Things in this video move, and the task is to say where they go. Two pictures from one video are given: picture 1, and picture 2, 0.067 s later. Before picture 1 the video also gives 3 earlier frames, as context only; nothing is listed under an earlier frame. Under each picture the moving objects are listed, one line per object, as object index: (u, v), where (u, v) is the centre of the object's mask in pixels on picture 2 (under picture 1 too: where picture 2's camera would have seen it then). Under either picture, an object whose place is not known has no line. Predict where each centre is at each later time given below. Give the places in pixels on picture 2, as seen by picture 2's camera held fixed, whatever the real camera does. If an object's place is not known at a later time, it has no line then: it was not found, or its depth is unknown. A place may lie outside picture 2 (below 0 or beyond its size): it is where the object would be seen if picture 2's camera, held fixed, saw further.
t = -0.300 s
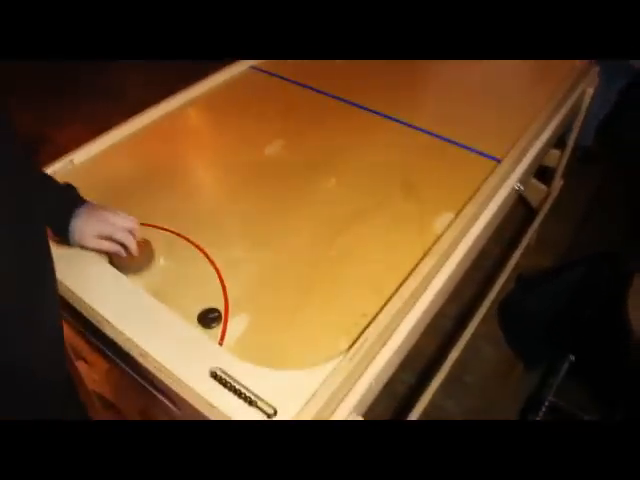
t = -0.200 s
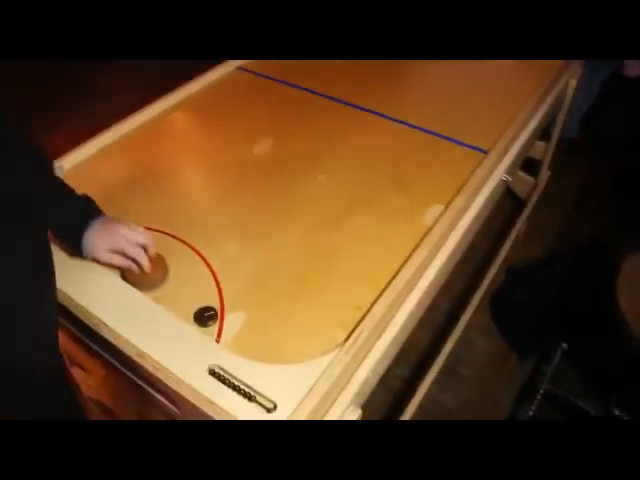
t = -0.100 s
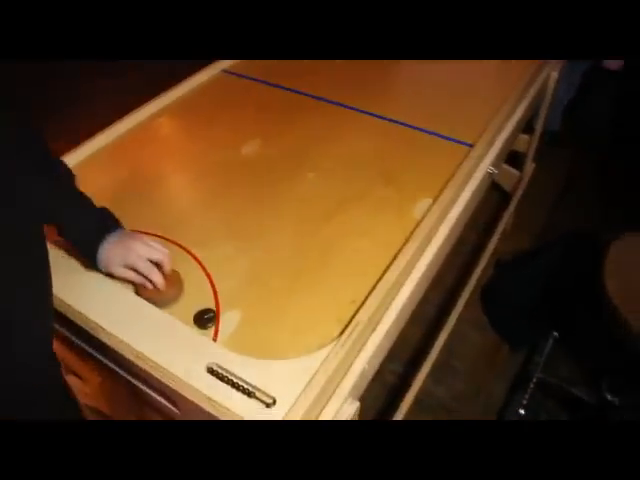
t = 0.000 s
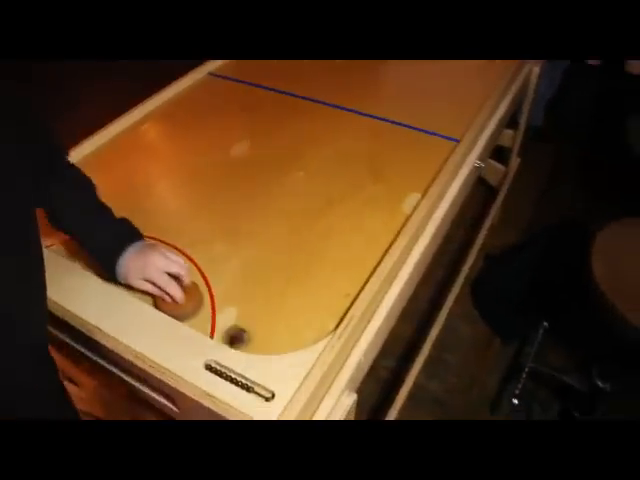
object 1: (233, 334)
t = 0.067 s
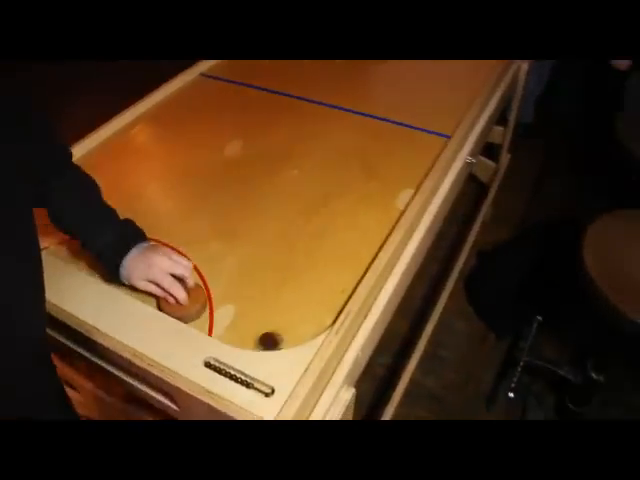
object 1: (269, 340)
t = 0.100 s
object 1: (276, 333)
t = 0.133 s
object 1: (277, 319)
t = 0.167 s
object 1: (278, 305)
